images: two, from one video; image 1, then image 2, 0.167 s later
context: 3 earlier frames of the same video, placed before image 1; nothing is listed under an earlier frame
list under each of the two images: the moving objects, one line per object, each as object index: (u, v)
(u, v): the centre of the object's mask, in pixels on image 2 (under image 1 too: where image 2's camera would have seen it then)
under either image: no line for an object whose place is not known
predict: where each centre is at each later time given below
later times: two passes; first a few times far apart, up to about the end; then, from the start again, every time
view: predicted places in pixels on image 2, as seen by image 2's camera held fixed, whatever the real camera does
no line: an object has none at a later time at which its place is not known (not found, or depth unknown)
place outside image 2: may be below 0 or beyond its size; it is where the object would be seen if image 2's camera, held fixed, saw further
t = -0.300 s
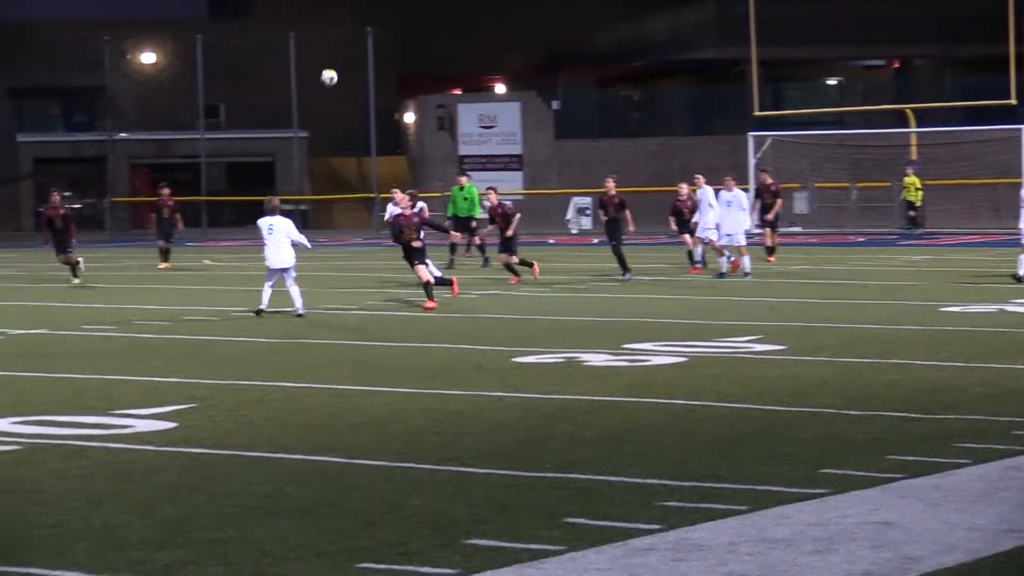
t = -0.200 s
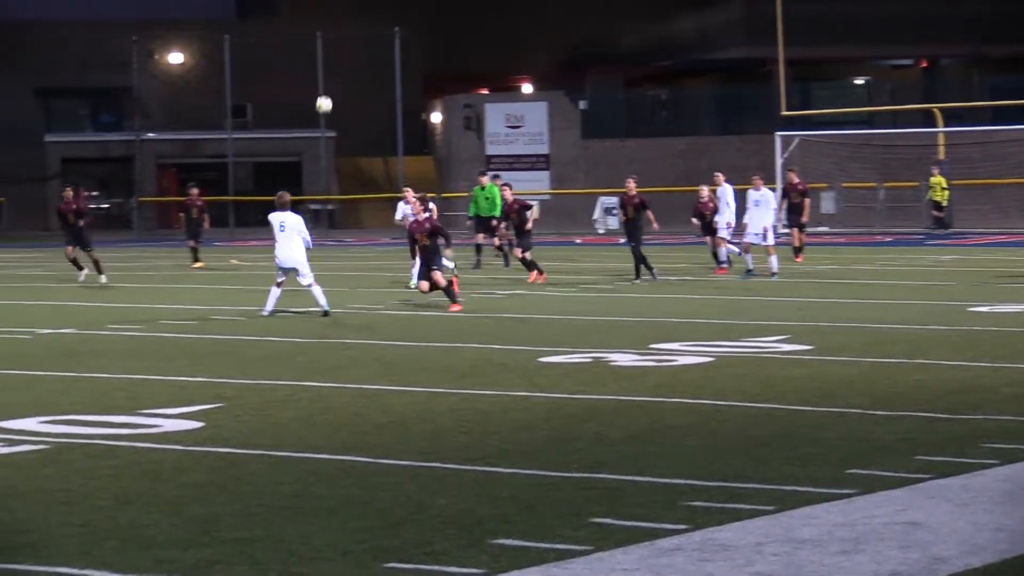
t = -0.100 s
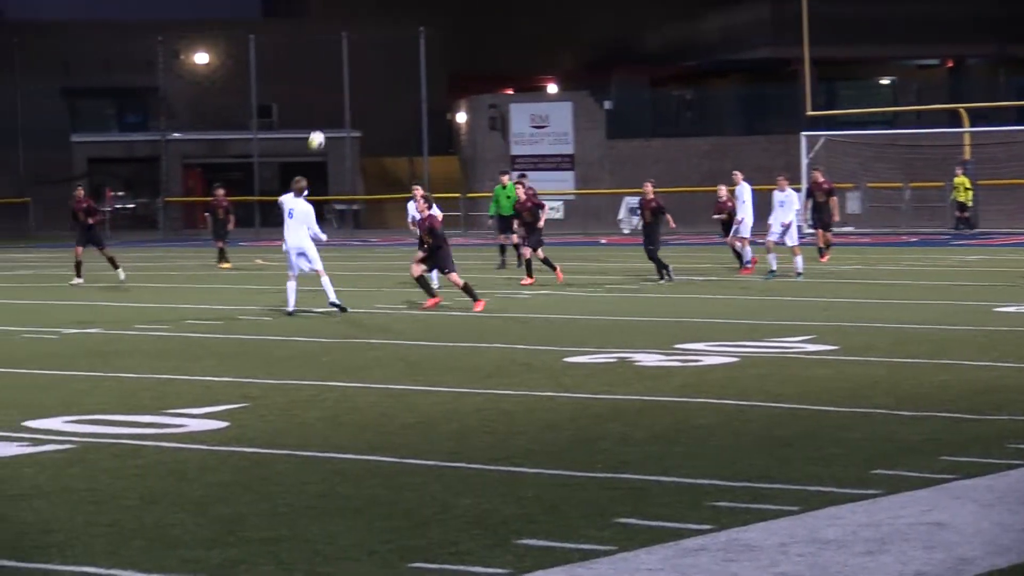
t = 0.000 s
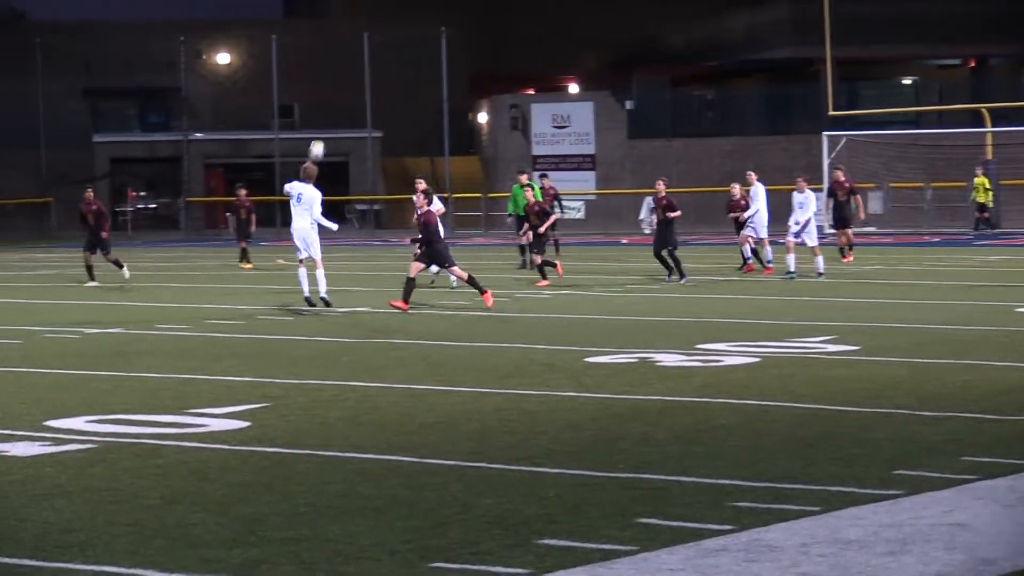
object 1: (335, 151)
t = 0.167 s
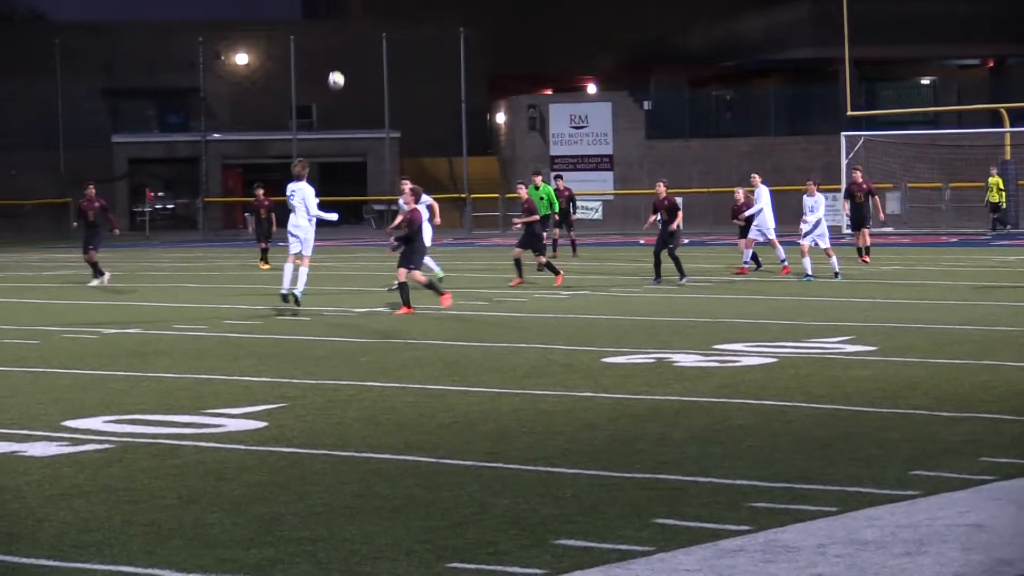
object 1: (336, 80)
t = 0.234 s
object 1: (337, 59)
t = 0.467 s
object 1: (341, 11)
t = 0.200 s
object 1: (336, 69)
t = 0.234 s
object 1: (337, 59)
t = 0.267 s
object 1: (337, 49)
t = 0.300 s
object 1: (338, 41)
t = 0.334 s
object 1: (339, 33)
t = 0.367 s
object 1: (339, 26)
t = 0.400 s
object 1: (340, 20)
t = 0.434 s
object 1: (340, 15)
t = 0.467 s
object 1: (341, 11)
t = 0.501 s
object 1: (342, 8)
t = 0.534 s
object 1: (343, 6)
